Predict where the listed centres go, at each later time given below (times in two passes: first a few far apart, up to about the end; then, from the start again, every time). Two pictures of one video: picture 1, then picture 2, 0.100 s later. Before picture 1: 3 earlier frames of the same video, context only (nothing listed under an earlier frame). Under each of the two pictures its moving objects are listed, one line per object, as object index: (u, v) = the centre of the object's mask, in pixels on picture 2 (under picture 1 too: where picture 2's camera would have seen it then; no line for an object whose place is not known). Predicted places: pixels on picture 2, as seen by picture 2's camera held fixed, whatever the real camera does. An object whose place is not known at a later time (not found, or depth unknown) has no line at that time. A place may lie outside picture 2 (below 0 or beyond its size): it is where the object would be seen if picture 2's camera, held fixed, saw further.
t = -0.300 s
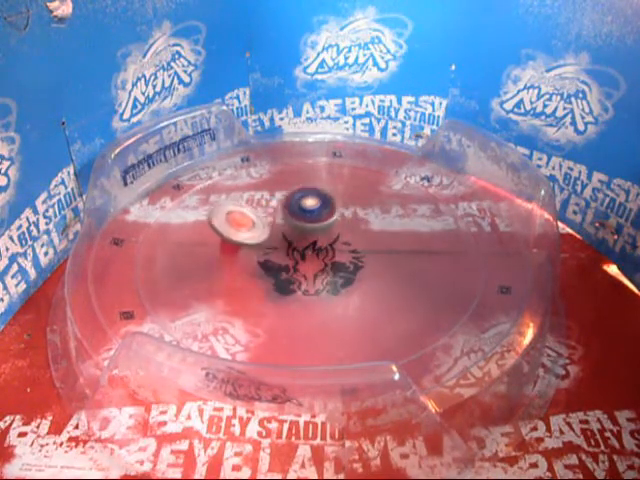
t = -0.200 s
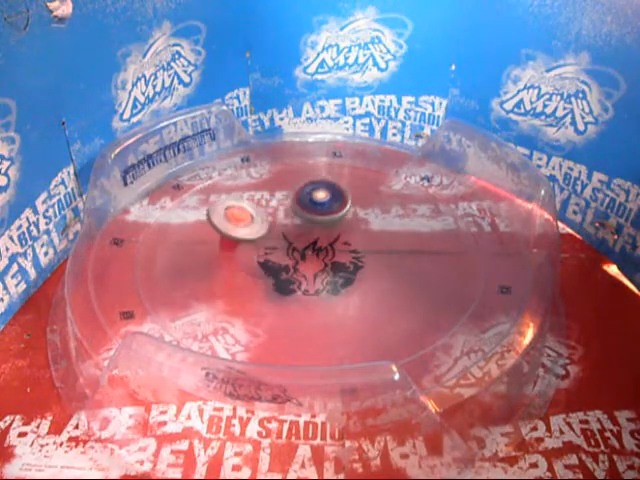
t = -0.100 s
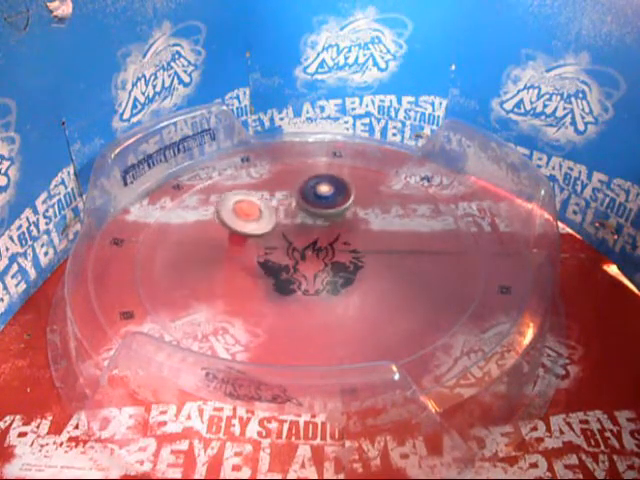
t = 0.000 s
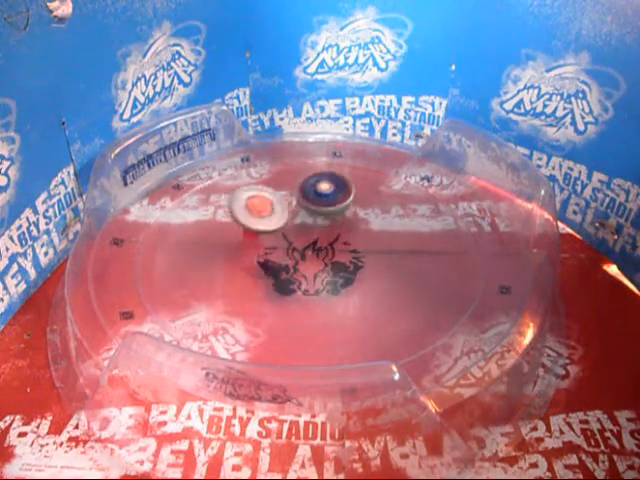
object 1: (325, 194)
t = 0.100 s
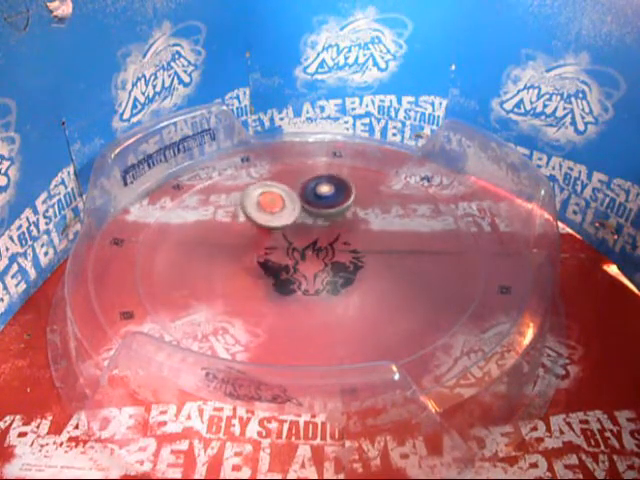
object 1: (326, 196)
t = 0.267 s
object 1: (331, 209)
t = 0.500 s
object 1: (353, 239)
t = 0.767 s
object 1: (449, 259)
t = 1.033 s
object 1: (423, 240)
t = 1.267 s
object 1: (320, 267)
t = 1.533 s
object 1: (383, 325)
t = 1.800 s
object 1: (364, 260)
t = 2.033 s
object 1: (188, 259)
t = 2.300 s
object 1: (240, 337)
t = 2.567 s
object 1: (335, 236)
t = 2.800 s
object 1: (185, 198)
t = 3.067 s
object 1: (255, 290)
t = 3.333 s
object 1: (379, 214)
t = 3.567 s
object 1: (299, 191)
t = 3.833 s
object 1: (353, 279)
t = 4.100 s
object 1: (387, 203)
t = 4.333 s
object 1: (260, 248)
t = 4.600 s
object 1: (314, 309)
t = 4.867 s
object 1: (380, 234)
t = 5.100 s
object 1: (250, 214)
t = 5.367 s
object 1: (250, 297)
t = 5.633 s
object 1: (371, 235)
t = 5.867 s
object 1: (293, 183)
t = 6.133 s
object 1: (275, 262)
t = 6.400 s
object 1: (422, 272)
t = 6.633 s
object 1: (385, 216)
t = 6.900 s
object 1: (254, 243)
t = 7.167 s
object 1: (275, 316)
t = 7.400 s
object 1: (356, 266)
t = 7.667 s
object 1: (270, 198)
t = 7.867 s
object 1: (199, 220)
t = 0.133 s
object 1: (329, 197)
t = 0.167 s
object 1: (330, 199)
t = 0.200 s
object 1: (330, 202)
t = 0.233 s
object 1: (331, 205)
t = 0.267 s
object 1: (331, 209)
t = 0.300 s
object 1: (334, 212)
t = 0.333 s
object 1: (337, 215)
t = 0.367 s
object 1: (341, 218)
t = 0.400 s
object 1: (344, 221)
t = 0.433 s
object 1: (348, 226)
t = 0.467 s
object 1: (350, 232)
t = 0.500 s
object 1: (353, 239)
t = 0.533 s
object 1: (358, 250)
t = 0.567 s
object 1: (368, 255)
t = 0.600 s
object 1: (379, 263)
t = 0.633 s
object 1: (394, 267)
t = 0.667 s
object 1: (409, 267)
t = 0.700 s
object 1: (425, 268)
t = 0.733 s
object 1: (440, 264)
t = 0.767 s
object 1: (449, 259)
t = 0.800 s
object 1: (453, 256)
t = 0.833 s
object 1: (455, 254)
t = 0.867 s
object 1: (454, 252)
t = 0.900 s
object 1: (451, 249)
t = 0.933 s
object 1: (447, 246)
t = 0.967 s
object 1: (440, 244)
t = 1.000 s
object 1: (433, 242)
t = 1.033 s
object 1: (423, 240)
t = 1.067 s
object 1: (407, 238)
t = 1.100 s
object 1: (388, 238)
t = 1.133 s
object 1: (372, 235)
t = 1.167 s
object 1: (362, 238)
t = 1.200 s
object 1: (349, 245)
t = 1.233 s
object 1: (333, 253)
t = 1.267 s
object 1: (320, 267)
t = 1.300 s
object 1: (310, 277)
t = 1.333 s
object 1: (303, 289)
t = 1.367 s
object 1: (303, 301)
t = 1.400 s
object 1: (316, 313)
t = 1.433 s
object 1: (334, 322)
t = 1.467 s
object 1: (354, 326)
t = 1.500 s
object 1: (370, 327)
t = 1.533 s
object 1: (383, 325)
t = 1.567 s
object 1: (392, 323)
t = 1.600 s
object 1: (396, 318)
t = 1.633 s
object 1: (400, 313)
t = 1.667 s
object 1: (401, 306)
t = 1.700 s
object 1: (402, 296)
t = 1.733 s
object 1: (396, 283)
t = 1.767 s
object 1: (384, 271)
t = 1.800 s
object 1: (364, 260)
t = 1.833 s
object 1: (337, 252)
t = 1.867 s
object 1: (310, 246)
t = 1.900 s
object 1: (286, 243)
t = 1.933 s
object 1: (260, 243)
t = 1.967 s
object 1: (233, 243)
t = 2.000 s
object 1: (209, 249)
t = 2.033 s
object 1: (188, 259)
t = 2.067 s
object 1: (171, 272)
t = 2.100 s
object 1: (159, 286)
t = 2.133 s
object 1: (159, 296)
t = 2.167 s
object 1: (175, 313)
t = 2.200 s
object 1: (183, 320)
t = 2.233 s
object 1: (198, 327)
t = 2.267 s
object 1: (215, 335)
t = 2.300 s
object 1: (240, 337)
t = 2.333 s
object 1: (274, 330)
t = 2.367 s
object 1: (306, 318)
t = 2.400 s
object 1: (325, 301)
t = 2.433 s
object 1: (337, 290)
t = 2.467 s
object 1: (346, 274)
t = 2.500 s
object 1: (350, 263)
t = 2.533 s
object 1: (347, 250)
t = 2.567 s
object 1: (335, 236)
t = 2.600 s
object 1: (319, 221)
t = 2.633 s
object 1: (302, 212)
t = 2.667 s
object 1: (280, 201)
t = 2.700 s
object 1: (252, 195)
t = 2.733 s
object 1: (230, 194)
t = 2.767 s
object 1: (205, 194)
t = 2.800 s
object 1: (185, 198)
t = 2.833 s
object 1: (164, 203)
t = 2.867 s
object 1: (152, 216)
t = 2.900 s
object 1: (146, 231)
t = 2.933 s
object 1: (149, 246)
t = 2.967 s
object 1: (164, 261)
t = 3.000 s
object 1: (190, 276)
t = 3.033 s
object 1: (221, 286)
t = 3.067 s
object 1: (255, 290)
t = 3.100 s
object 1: (290, 288)
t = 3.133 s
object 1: (311, 283)
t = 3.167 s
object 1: (336, 270)
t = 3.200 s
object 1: (353, 253)
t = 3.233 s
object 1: (365, 244)
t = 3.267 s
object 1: (376, 236)
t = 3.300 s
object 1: (380, 228)
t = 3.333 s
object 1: (379, 214)
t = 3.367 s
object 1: (372, 199)
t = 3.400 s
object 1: (363, 190)
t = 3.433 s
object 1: (357, 183)
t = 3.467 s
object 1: (349, 181)
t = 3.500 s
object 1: (334, 182)
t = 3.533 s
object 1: (315, 185)
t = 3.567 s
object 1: (299, 191)
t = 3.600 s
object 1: (286, 202)
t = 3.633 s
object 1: (278, 220)
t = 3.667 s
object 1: (277, 235)
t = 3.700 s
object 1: (281, 249)
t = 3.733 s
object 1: (289, 263)
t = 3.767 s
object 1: (304, 272)
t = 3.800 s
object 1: (328, 277)
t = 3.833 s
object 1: (353, 279)
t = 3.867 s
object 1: (379, 276)
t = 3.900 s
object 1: (403, 268)
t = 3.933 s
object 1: (417, 258)
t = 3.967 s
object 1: (427, 246)
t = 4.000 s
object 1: (427, 231)
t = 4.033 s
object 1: (420, 218)
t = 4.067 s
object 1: (408, 209)
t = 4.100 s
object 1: (387, 203)
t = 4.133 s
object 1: (366, 201)
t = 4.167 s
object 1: (347, 201)
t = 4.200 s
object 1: (323, 205)
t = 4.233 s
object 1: (304, 215)
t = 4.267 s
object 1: (286, 223)
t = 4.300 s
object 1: (271, 232)
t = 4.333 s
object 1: (260, 248)
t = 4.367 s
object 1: (255, 261)
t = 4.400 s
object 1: (252, 276)
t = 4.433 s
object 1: (254, 287)
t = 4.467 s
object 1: (263, 301)
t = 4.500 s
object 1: (274, 305)
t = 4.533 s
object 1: (281, 306)
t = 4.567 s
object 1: (296, 307)
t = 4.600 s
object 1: (314, 309)
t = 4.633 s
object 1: (337, 308)
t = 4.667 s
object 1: (357, 303)
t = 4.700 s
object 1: (375, 295)
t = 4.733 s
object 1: (392, 283)
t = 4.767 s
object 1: (397, 271)
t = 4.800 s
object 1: (398, 256)
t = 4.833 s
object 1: (392, 246)
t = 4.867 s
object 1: (380, 234)
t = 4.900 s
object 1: (366, 226)
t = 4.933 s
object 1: (347, 217)
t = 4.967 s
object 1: (327, 211)
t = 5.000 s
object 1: (308, 208)
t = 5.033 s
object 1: (290, 209)
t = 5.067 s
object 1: (269, 210)
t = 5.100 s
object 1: (250, 214)
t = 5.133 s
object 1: (234, 220)
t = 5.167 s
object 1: (220, 228)
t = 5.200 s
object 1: (210, 239)
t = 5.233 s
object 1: (205, 249)
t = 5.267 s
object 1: (207, 264)
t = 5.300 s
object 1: (211, 277)
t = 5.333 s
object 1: (228, 289)
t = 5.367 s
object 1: (250, 297)
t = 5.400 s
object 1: (275, 301)
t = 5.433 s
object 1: (304, 300)
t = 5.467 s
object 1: (328, 297)
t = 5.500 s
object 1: (345, 287)
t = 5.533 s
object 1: (361, 277)
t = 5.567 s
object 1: (370, 262)
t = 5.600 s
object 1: (374, 248)
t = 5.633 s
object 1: (371, 235)
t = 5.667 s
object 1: (364, 225)
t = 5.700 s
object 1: (354, 213)
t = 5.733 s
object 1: (343, 203)
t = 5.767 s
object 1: (335, 196)
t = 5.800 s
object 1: (324, 188)
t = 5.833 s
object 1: (308, 182)
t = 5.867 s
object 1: (293, 183)
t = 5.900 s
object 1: (279, 180)
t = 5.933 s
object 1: (268, 188)
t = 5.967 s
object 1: (263, 196)
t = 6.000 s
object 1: (259, 207)
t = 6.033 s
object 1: (259, 221)
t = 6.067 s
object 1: (262, 236)
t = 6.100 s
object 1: (266, 250)
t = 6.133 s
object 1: (275, 262)
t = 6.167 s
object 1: (286, 272)
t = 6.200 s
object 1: (301, 278)
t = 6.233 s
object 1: (317, 284)
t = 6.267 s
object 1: (340, 288)
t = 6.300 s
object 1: (361, 289)
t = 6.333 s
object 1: (380, 287)
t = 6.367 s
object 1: (403, 282)
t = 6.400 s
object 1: (422, 272)
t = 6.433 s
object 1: (430, 266)
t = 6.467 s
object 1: (435, 256)
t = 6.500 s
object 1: (434, 244)
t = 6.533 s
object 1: (427, 237)
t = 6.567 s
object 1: (417, 223)
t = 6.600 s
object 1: (402, 223)
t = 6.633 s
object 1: (385, 216)
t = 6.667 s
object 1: (368, 212)
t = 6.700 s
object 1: (350, 215)
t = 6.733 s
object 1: (332, 217)
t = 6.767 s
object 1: (314, 221)
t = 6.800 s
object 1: (296, 223)
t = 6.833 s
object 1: (281, 228)
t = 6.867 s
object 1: (266, 235)
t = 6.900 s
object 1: (254, 243)
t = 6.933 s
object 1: (242, 250)
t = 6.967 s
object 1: (233, 261)
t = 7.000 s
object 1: (227, 272)
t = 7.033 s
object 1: (227, 282)
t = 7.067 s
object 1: (232, 293)
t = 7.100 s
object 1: (240, 304)
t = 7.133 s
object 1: (255, 312)
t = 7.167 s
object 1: (275, 316)
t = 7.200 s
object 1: (300, 316)
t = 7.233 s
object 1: (320, 313)
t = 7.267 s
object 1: (335, 308)
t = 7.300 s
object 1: (349, 297)
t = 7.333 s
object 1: (355, 284)
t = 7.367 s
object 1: (358, 275)
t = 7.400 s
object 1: (356, 266)
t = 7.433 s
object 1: (354, 253)
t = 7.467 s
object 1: (348, 242)
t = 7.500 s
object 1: (339, 232)
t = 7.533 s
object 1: (329, 222)
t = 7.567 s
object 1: (314, 211)
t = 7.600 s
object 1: (299, 205)
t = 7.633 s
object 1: (284, 200)
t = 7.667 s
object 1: (270, 198)
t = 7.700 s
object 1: (254, 195)
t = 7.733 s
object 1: (238, 195)
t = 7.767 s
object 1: (226, 198)
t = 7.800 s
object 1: (211, 202)
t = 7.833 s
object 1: (203, 211)
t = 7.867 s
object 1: (199, 220)
